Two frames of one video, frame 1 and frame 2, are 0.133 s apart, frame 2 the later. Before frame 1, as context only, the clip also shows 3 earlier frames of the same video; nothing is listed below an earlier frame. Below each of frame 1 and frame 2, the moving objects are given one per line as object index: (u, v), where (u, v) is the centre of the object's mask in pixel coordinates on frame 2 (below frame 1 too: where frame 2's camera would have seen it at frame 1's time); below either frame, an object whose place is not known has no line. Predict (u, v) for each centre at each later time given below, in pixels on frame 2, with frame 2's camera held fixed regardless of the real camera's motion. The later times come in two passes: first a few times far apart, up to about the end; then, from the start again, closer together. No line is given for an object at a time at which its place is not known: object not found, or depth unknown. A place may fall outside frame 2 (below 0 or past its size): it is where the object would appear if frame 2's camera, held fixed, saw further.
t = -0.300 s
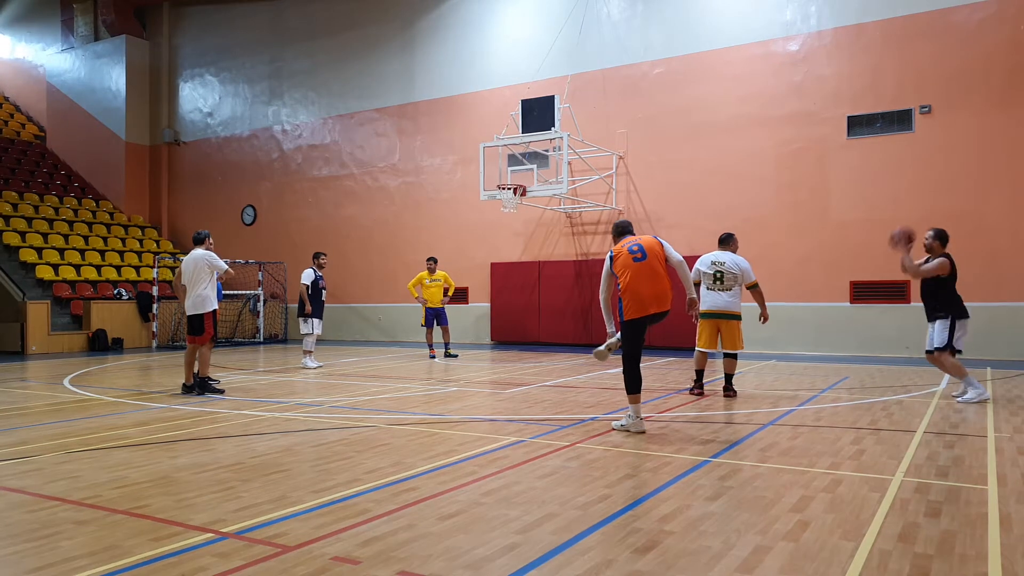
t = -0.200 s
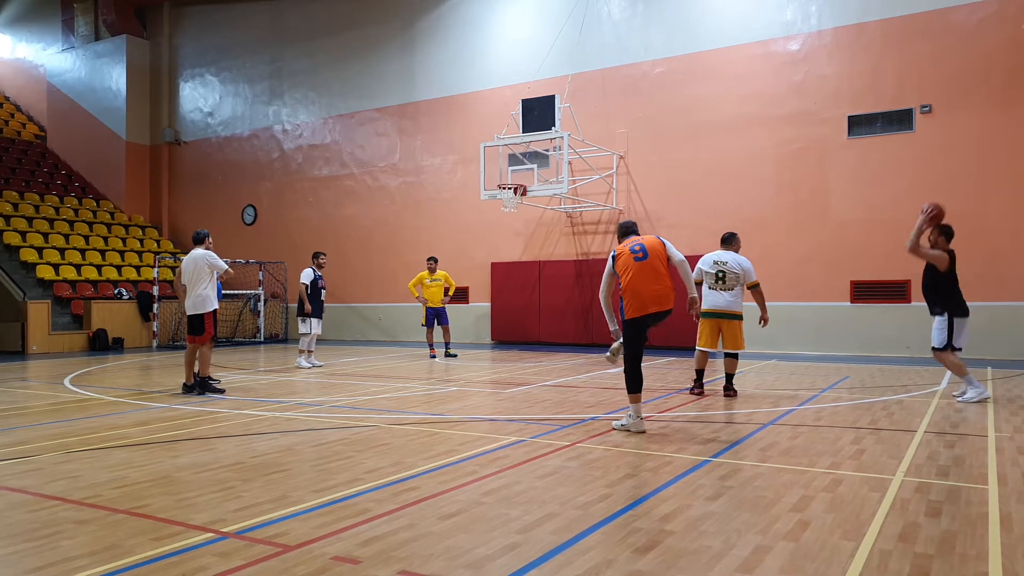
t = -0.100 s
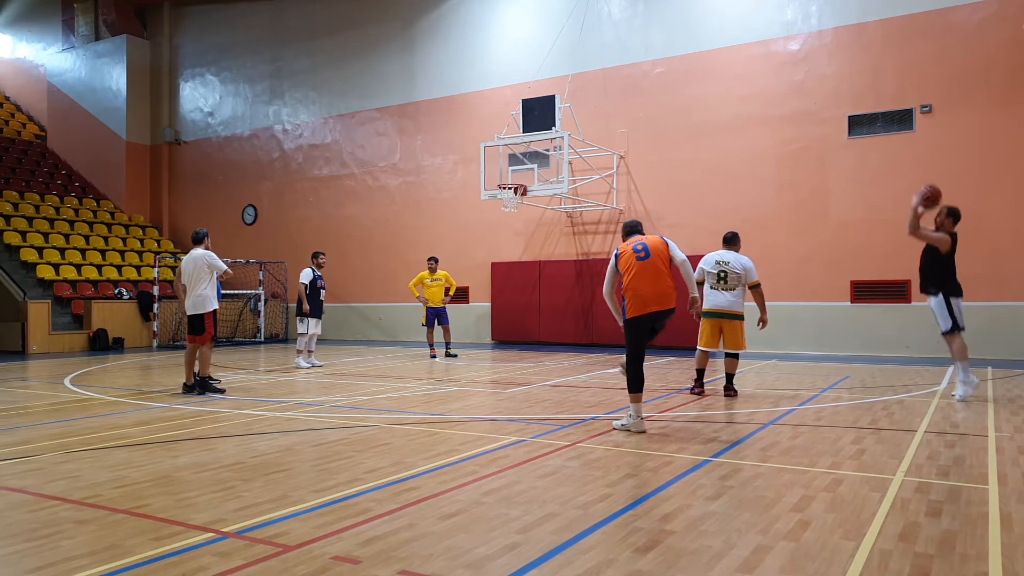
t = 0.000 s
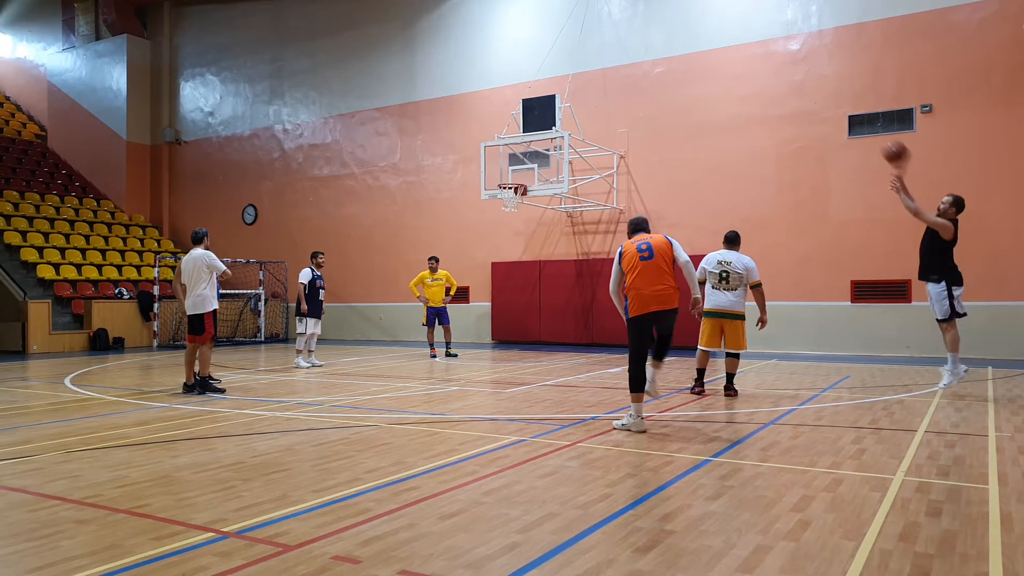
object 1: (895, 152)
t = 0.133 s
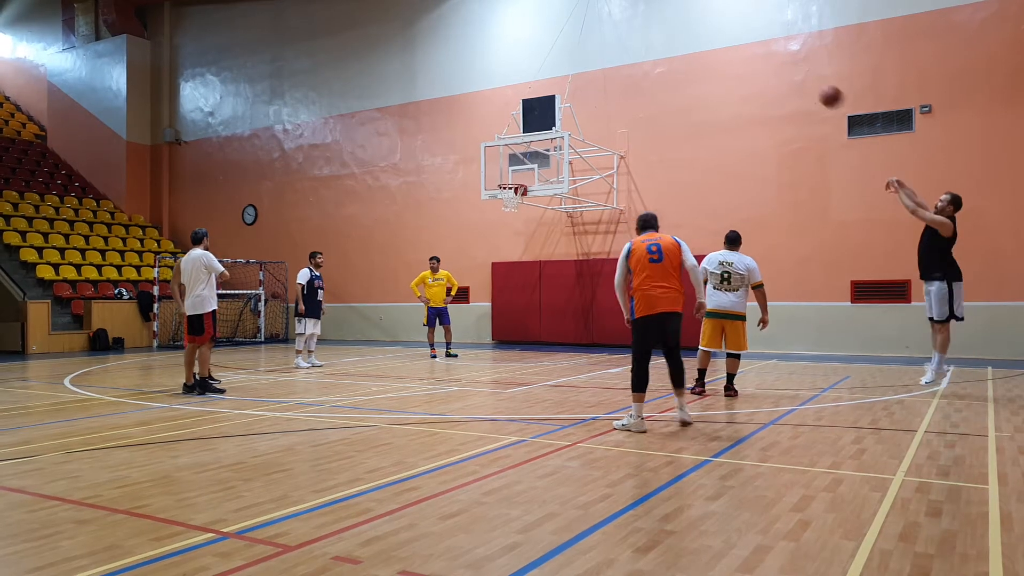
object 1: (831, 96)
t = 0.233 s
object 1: (789, 68)
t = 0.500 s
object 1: (695, 37)
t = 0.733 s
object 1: (629, 53)
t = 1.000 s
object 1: (569, 108)
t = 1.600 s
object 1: (553, 122)
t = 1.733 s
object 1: (564, 120)
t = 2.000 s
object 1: (584, 144)
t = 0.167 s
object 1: (816, 86)
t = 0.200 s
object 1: (803, 77)
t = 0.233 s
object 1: (789, 68)
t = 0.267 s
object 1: (775, 61)
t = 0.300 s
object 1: (763, 55)
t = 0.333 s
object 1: (751, 50)
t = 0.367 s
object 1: (738, 45)
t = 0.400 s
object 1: (727, 42)
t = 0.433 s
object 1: (716, 39)
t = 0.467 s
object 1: (705, 38)
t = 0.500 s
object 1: (695, 37)
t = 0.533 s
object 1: (685, 37)
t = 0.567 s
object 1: (674, 38)
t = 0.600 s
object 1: (665, 40)
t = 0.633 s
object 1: (656, 42)
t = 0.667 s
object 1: (647, 45)
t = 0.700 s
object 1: (638, 49)
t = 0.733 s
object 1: (629, 53)
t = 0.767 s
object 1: (620, 58)
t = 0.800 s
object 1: (613, 64)
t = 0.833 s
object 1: (605, 70)
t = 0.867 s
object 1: (597, 77)
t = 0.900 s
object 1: (590, 84)
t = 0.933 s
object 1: (582, 91)
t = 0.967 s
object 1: (575, 100)
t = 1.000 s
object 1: (569, 108)
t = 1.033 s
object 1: (561, 117)
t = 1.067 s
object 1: (554, 126)
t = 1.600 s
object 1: (553, 122)
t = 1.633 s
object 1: (556, 120)
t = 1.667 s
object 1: (558, 120)
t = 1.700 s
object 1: (561, 119)
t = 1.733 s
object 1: (564, 120)
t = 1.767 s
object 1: (566, 120)
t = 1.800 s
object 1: (568, 122)
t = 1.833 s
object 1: (571, 124)
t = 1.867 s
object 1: (573, 127)
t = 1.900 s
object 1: (576, 130)
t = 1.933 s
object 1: (579, 134)
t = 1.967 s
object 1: (581, 139)
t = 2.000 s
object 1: (584, 144)
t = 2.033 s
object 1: (587, 150)
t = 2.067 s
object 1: (589, 157)
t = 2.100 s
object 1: (591, 164)
